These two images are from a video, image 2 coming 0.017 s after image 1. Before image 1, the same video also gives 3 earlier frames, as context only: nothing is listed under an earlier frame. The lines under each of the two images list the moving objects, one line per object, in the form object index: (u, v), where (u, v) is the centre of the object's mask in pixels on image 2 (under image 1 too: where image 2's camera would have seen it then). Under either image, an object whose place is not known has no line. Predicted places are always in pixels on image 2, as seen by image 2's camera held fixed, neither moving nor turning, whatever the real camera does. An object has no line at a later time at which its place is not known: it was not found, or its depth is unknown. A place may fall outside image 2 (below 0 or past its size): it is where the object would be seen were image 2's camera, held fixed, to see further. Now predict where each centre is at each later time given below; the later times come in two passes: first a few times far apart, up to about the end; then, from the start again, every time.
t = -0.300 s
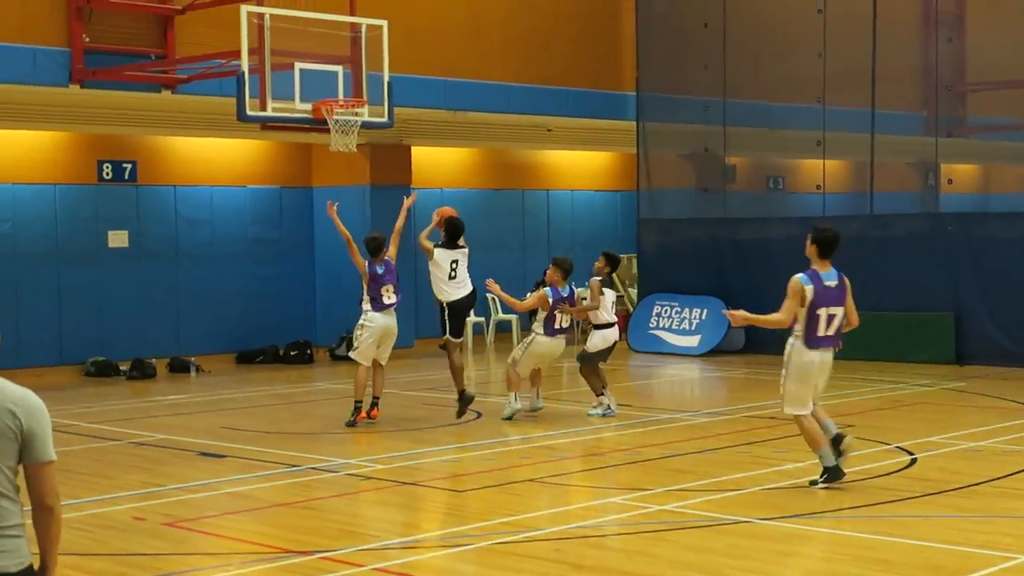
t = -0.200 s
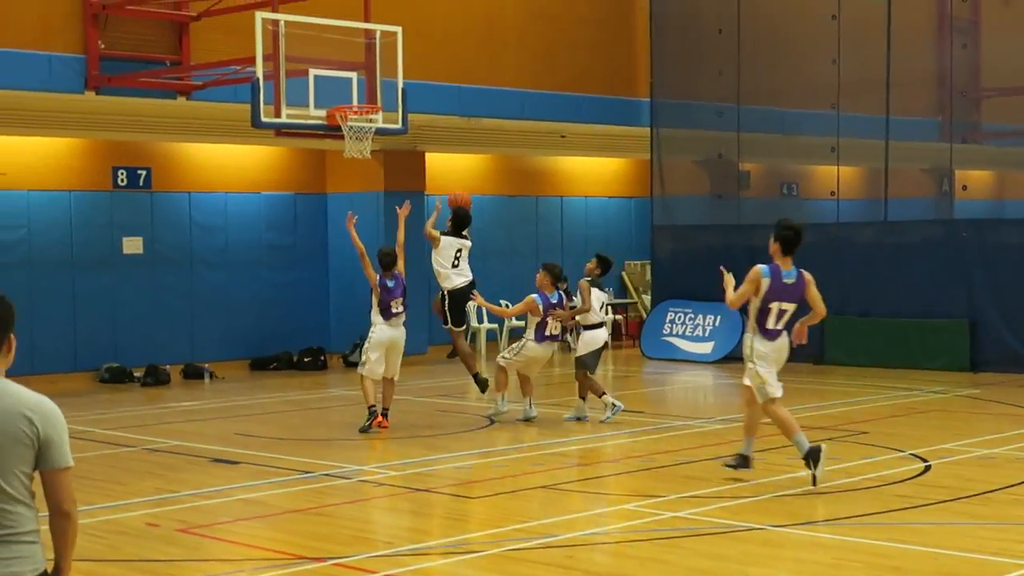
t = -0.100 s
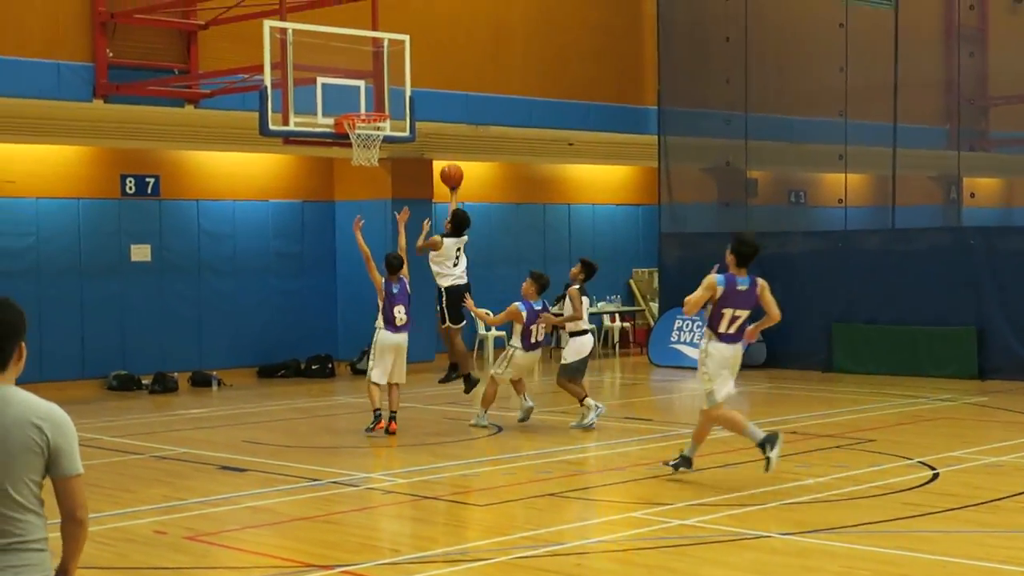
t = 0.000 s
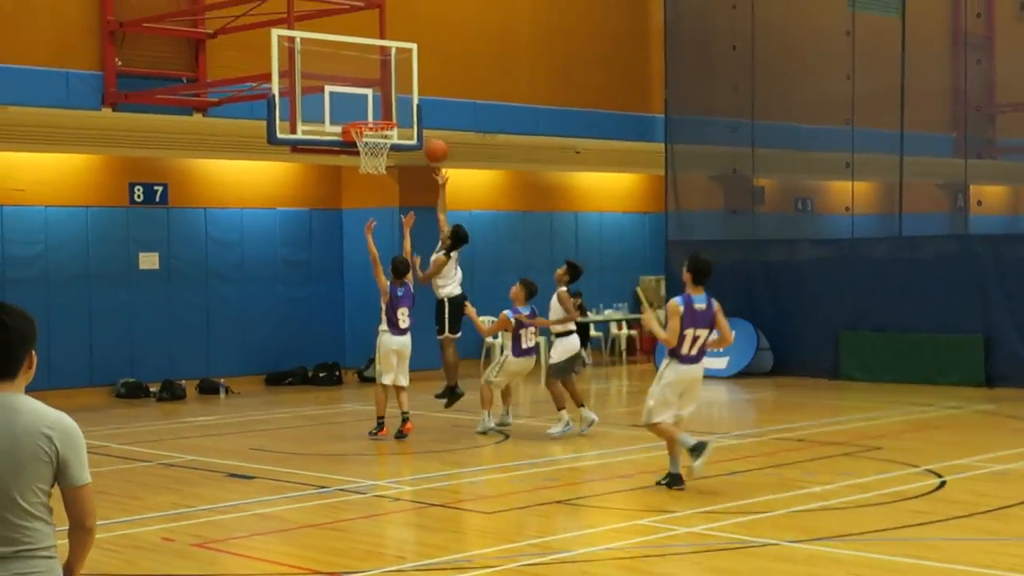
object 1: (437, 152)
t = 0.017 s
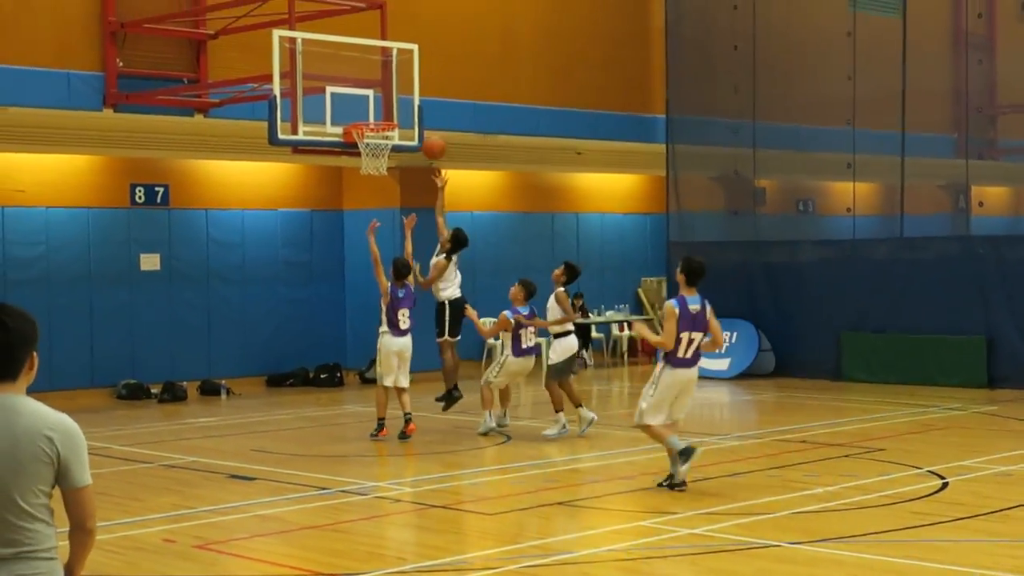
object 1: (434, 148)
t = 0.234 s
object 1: (386, 113)
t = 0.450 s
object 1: (360, 113)
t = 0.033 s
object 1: (430, 144)
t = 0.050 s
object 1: (426, 139)
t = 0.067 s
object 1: (423, 136)
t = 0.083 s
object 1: (419, 132)
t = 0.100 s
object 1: (415, 129)
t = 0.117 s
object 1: (412, 127)
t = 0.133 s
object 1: (408, 124)
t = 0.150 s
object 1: (405, 121)
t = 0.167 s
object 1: (403, 119)
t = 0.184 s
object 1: (397, 116)
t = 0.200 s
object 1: (394, 115)
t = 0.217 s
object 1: (390, 114)
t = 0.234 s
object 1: (386, 113)
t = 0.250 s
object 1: (382, 113)
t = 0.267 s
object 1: (378, 112)
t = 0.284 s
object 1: (374, 113)
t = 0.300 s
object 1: (371, 112)
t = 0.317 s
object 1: (367, 113)
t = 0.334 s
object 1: (363, 113)
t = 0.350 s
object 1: (362, 113)
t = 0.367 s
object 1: (361, 113)
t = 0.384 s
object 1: (360, 113)
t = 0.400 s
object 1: (360, 113)
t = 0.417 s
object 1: (360, 113)
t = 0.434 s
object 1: (360, 113)
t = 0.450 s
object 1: (360, 113)
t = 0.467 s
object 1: (360, 113)
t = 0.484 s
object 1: (360, 113)
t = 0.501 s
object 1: (360, 114)
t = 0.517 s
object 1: (360, 114)
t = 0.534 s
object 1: (360, 114)
